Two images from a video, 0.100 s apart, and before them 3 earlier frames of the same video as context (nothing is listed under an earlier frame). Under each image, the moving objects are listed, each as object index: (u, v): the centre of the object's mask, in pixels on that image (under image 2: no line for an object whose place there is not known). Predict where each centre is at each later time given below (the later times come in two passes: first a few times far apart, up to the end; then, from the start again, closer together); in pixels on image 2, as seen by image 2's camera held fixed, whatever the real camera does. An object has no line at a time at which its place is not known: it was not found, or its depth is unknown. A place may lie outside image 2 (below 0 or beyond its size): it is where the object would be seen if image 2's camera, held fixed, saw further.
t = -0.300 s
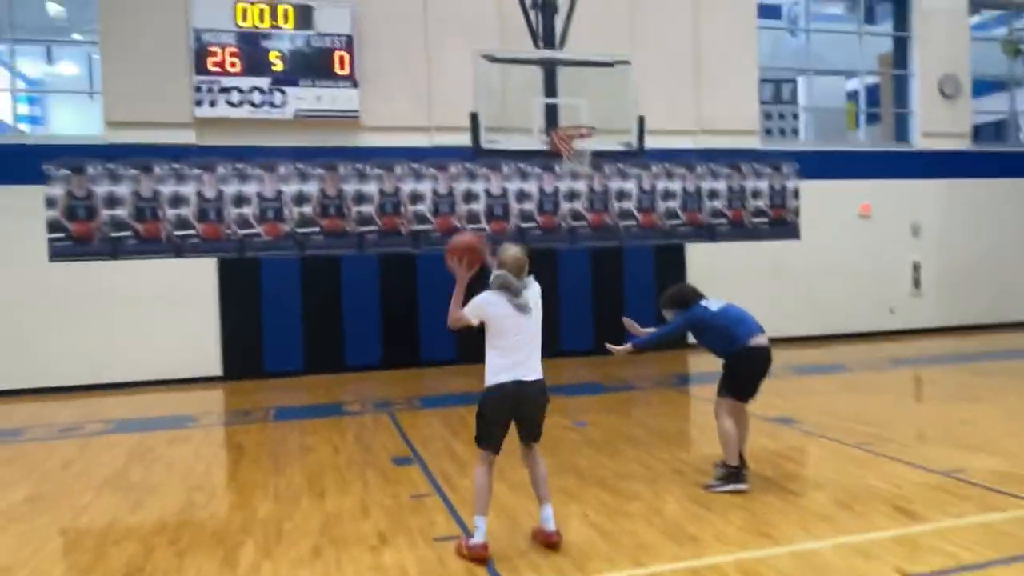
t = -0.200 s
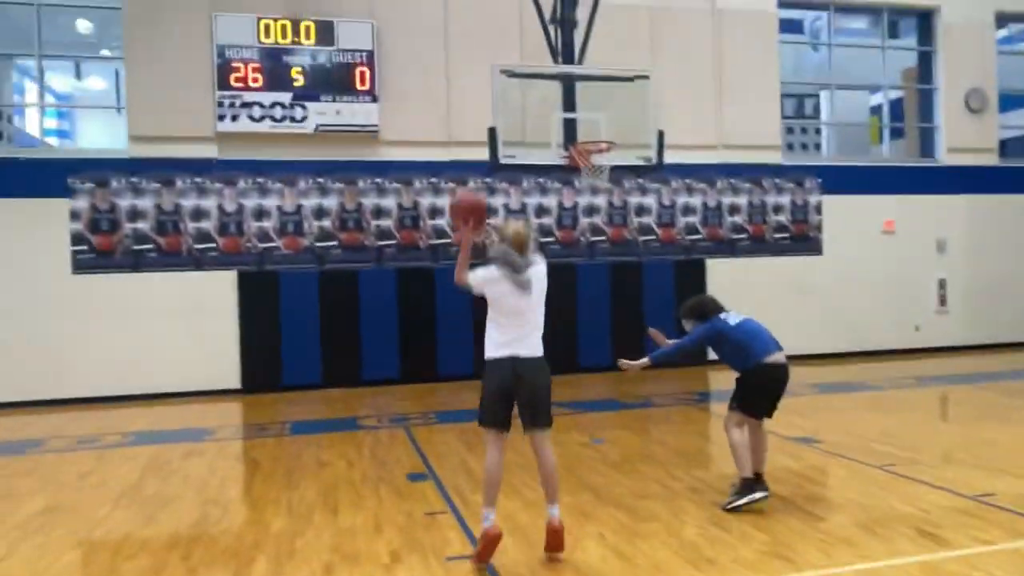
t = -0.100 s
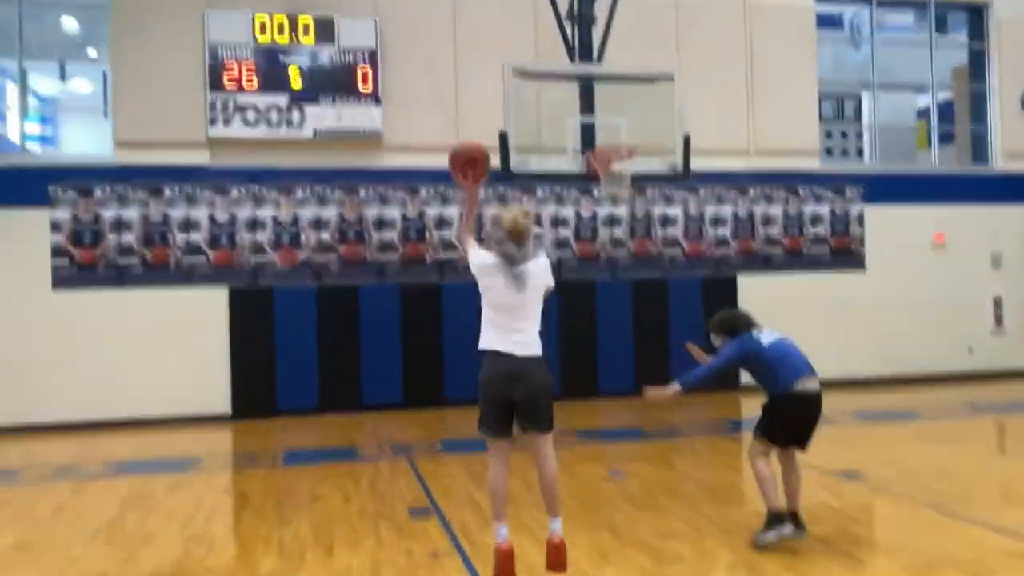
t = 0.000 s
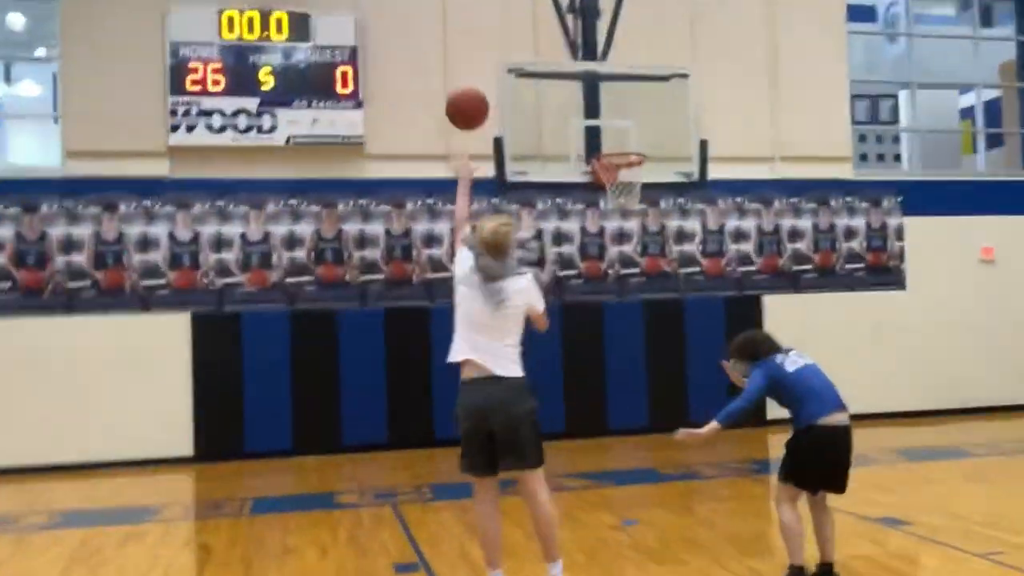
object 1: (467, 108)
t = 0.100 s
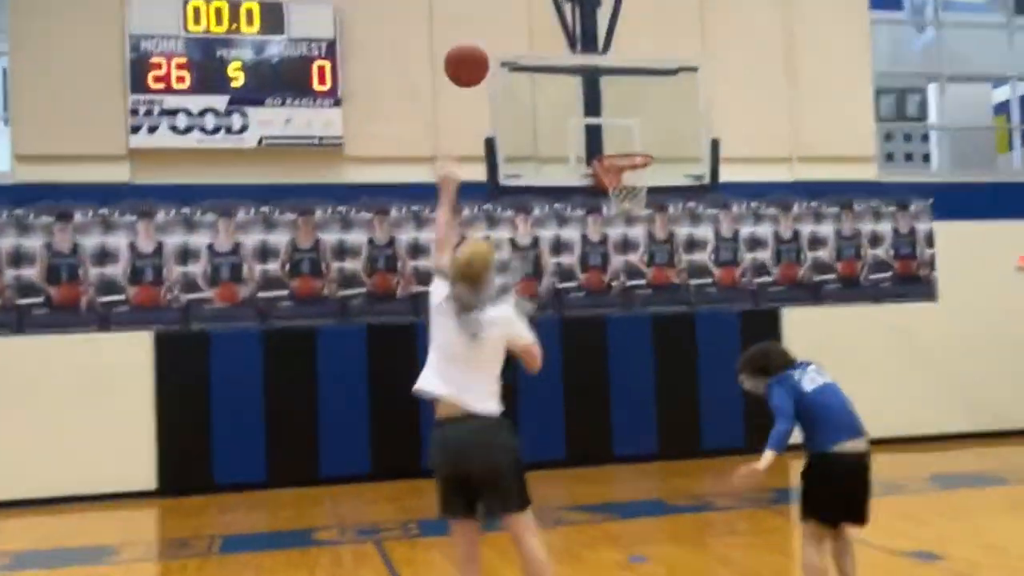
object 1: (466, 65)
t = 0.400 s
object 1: (498, 59)
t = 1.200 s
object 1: (561, 502)
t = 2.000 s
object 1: (557, 326)
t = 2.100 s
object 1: (558, 347)
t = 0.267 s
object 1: (486, 46)
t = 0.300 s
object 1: (489, 47)
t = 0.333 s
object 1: (491, 49)
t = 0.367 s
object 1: (494, 53)
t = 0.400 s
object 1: (498, 59)
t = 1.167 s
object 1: (559, 475)
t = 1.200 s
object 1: (561, 502)
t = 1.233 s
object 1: (562, 507)
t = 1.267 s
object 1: (561, 485)
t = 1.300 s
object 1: (561, 464)
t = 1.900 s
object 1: (556, 315)
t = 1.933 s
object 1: (557, 317)
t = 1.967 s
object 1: (557, 321)
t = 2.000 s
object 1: (557, 326)
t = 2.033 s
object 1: (557, 333)
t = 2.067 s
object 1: (558, 339)
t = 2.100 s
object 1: (558, 347)
